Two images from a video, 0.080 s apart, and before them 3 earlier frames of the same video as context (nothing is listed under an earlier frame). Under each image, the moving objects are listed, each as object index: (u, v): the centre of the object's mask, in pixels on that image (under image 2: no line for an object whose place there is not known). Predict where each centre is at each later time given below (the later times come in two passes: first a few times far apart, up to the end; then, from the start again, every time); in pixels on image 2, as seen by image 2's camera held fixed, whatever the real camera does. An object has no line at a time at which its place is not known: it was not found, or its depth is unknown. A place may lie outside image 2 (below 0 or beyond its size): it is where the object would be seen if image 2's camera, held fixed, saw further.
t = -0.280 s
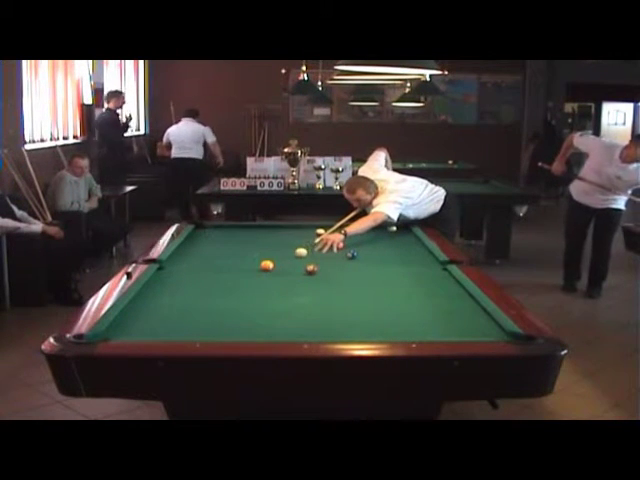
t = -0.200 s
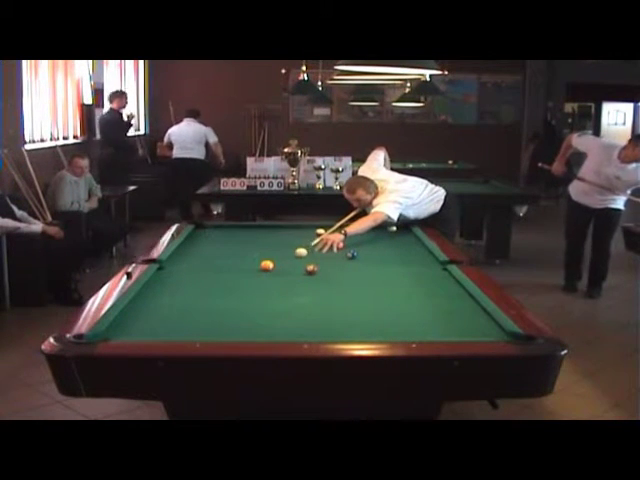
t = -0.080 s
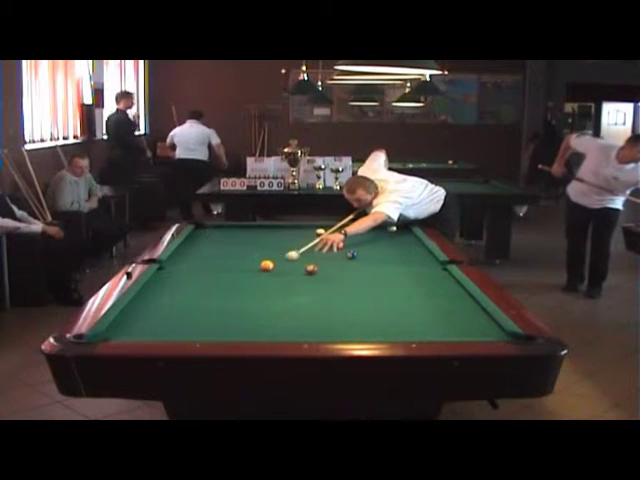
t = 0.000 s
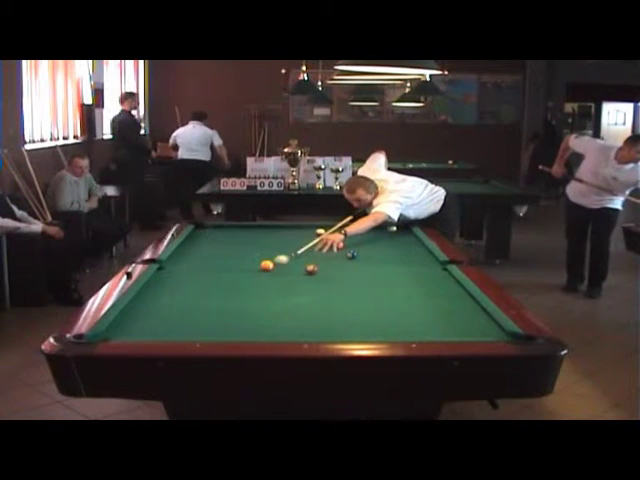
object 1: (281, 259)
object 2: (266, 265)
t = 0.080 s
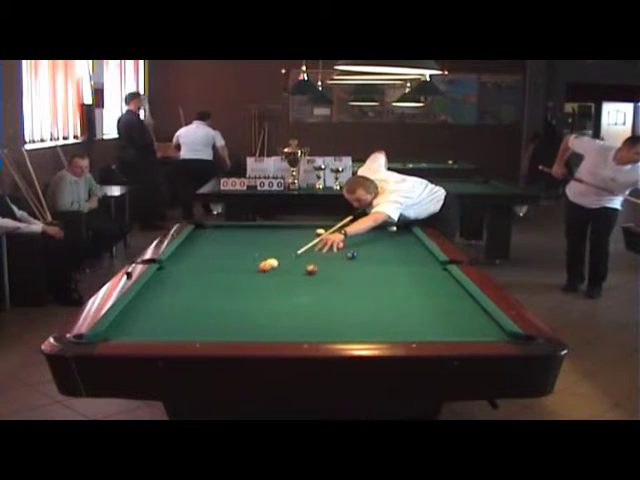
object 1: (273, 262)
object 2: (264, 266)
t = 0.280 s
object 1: (264, 265)
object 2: (245, 275)
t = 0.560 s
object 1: (252, 267)
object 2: (218, 285)
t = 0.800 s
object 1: (243, 270)
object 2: (193, 297)
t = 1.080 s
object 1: (232, 272)
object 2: (161, 310)
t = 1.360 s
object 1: (223, 275)
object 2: (126, 324)
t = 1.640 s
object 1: (216, 276)
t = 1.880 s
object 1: (210, 277)
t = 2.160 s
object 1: (205, 279)
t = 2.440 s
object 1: (201, 280)
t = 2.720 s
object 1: (198, 281)
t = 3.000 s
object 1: (196, 281)
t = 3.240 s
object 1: (196, 281)
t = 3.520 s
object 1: (196, 281)
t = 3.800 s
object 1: (195, 281)
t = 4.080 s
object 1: (195, 281)
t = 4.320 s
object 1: (196, 282)
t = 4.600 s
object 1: (196, 281)
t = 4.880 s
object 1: (196, 281)
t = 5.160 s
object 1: (196, 281)
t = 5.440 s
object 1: (196, 281)
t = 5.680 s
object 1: (196, 281)
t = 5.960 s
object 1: (196, 282)
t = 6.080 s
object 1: (196, 281)
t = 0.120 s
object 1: (271, 263)
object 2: (260, 268)
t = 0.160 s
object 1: (269, 263)
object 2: (255, 270)
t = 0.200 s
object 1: (267, 264)
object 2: (252, 271)
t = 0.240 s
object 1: (266, 264)
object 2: (248, 273)
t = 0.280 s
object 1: (264, 265)
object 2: (245, 275)
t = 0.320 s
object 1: (262, 265)
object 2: (241, 276)
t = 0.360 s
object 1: (260, 265)
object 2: (237, 277)
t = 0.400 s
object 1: (259, 266)
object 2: (234, 279)
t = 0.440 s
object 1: (257, 266)
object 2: (229, 281)
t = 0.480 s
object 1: (255, 267)
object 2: (226, 282)
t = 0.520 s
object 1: (254, 267)
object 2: (223, 283)
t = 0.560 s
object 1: (252, 267)
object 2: (218, 285)
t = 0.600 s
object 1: (250, 268)
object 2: (214, 287)
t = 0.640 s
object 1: (249, 268)
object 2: (210, 289)
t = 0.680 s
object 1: (247, 269)
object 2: (205, 291)
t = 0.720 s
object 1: (246, 269)
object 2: (201, 293)
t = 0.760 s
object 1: (244, 270)
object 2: (197, 295)
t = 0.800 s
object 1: (243, 270)
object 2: (193, 297)
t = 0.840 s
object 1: (241, 271)
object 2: (188, 298)
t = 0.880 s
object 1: (240, 271)
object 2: (184, 300)
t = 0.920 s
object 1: (238, 271)
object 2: (179, 302)
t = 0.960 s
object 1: (237, 272)
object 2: (175, 304)
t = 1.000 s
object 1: (235, 272)
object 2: (170, 306)
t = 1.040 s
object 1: (234, 272)
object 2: (166, 308)
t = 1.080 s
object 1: (232, 272)
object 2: (161, 310)
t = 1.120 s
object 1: (231, 273)
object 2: (157, 311)
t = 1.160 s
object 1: (230, 273)
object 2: (152, 314)
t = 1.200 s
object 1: (228, 274)
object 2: (147, 316)
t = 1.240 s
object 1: (227, 274)
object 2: (142, 318)
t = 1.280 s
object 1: (226, 275)
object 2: (136, 320)
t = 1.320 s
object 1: (225, 275)
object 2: (132, 322)
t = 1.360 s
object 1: (223, 275)
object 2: (126, 324)
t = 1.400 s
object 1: (222, 275)
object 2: (121, 326)
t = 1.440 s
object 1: (222, 275)
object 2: (117, 328)
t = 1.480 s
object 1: (221, 275)
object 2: (112, 330)
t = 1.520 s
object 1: (220, 275)
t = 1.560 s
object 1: (219, 276)
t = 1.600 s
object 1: (218, 276)
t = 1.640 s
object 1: (216, 276)
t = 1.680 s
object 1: (216, 276)
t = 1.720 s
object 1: (214, 277)
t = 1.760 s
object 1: (213, 277)
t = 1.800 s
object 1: (212, 277)
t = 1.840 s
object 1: (211, 277)
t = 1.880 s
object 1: (210, 277)
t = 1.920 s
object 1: (210, 278)
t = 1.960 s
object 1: (209, 278)
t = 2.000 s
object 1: (208, 278)
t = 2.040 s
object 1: (207, 278)
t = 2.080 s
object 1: (207, 278)
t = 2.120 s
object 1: (206, 279)
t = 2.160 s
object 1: (205, 279)
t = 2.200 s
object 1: (204, 279)
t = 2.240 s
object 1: (204, 280)
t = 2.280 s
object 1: (203, 280)
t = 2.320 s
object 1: (203, 280)
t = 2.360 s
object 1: (202, 280)
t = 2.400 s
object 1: (202, 280)
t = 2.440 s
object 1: (201, 280)
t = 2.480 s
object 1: (201, 280)
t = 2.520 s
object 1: (200, 280)
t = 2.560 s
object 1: (200, 281)
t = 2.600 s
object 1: (199, 280)
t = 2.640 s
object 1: (199, 281)
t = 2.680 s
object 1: (199, 281)
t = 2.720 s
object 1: (198, 281)
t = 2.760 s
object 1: (198, 281)
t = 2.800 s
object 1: (198, 281)
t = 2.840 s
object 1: (198, 281)
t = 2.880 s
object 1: (198, 281)
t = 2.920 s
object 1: (197, 281)
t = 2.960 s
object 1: (197, 281)
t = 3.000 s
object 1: (196, 281)
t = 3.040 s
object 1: (196, 281)
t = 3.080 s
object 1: (196, 281)
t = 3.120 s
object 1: (197, 281)
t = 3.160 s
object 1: (197, 281)
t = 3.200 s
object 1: (196, 281)
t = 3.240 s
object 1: (196, 281)
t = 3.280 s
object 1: (196, 281)
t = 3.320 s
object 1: (196, 281)
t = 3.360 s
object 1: (196, 281)
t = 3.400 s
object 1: (196, 281)
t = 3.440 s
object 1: (196, 281)
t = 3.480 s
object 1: (196, 281)
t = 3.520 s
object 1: (196, 281)
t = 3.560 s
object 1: (195, 281)
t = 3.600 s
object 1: (195, 281)
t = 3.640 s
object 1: (196, 281)
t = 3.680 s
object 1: (195, 281)
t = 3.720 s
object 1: (195, 281)
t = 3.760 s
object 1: (196, 281)
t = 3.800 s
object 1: (195, 281)
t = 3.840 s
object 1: (196, 281)
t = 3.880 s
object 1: (196, 281)
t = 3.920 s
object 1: (196, 281)
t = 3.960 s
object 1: (196, 281)
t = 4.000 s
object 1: (196, 281)
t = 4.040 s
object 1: (196, 282)
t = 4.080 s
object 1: (195, 281)
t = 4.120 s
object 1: (195, 281)
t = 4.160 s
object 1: (195, 281)
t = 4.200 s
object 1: (196, 281)
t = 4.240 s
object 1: (196, 281)
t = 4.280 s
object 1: (196, 281)
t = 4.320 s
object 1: (196, 282)
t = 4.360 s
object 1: (196, 281)
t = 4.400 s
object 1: (196, 281)
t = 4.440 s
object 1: (196, 281)
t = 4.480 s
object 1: (196, 281)
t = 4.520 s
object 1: (196, 282)
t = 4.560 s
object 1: (196, 281)
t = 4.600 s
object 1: (196, 281)
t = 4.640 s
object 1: (196, 281)
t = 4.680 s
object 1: (196, 281)
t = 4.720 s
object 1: (196, 281)
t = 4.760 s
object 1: (196, 281)
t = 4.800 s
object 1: (196, 281)
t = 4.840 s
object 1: (196, 281)
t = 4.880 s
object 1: (196, 281)
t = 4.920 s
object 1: (197, 281)
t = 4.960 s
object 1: (196, 281)
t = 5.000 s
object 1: (196, 281)
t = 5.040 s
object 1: (196, 281)
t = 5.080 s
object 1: (196, 281)
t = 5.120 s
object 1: (196, 281)
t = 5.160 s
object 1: (196, 281)
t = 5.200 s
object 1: (196, 281)
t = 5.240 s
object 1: (196, 282)
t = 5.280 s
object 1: (196, 281)
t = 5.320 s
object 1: (196, 281)
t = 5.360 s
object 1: (196, 282)
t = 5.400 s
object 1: (196, 282)
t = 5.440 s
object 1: (196, 281)
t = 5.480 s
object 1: (196, 282)
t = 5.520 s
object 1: (196, 282)
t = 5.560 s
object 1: (196, 282)
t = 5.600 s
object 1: (196, 281)
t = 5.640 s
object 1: (196, 282)
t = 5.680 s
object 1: (196, 281)
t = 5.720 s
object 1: (196, 282)
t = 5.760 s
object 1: (196, 282)
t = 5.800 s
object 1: (196, 282)
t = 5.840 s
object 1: (196, 281)
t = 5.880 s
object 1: (196, 281)
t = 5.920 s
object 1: (196, 281)
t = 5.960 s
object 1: (196, 282)
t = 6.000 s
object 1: (196, 282)
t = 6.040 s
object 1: (196, 282)
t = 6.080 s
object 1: (196, 281)
